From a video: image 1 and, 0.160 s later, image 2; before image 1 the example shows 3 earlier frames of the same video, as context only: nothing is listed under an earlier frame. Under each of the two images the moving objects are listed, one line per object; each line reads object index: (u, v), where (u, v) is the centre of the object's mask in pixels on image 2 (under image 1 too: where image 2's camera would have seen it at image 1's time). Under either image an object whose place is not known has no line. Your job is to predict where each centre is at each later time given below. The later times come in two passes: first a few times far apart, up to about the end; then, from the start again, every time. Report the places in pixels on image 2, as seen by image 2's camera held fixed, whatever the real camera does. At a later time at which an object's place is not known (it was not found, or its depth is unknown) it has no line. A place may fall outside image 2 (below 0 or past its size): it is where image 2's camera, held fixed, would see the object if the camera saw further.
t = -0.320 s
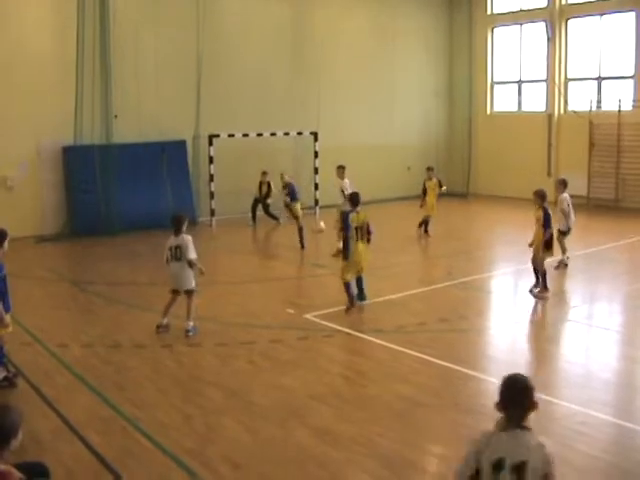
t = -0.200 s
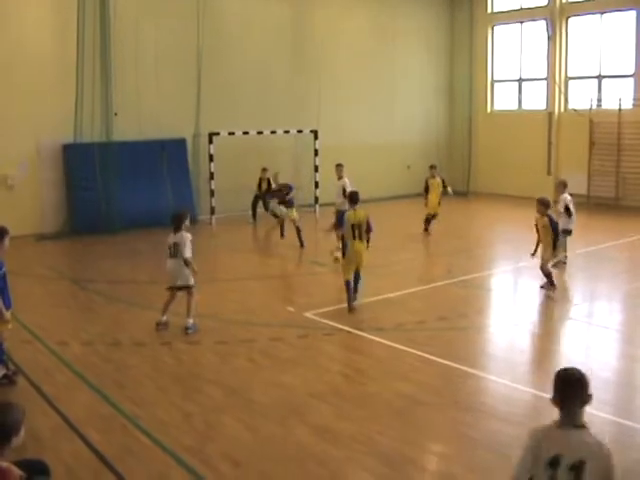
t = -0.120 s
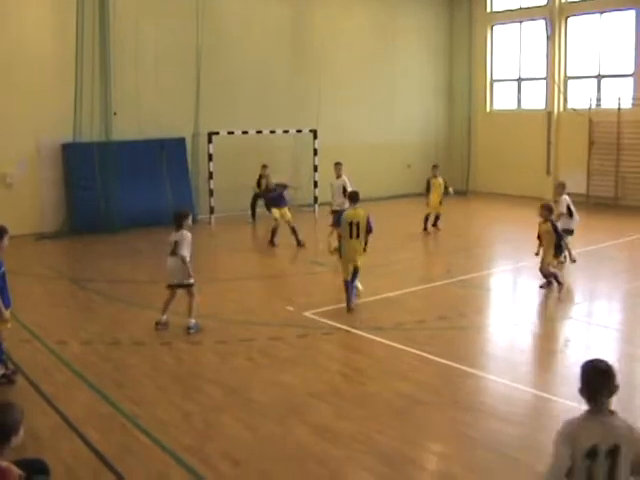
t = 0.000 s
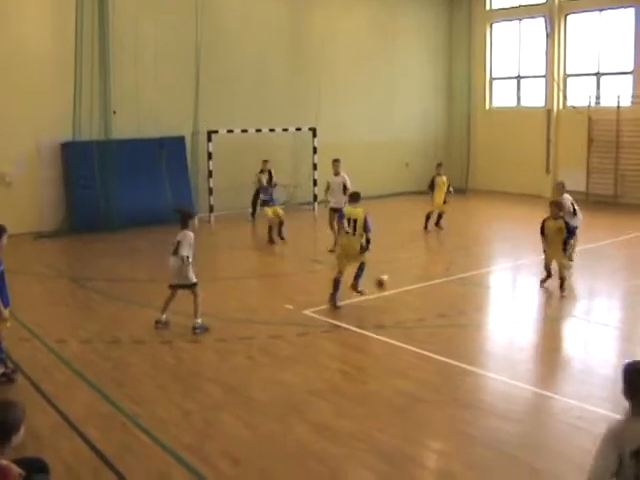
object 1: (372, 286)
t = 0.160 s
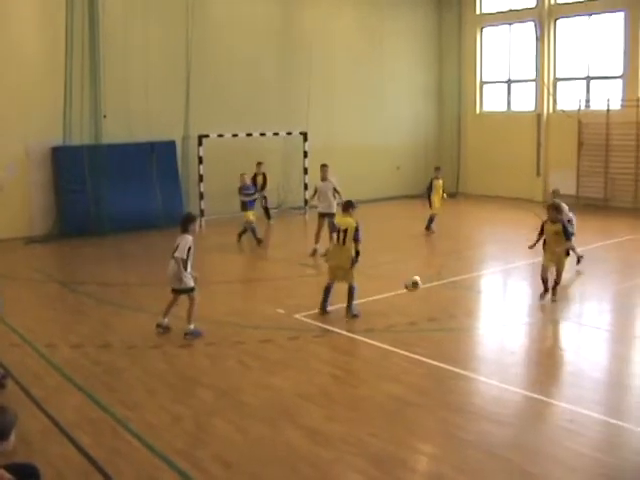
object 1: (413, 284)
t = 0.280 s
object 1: (444, 293)
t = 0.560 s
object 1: (509, 302)
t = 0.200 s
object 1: (422, 286)
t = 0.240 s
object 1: (432, 290)
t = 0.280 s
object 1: (444, 293)
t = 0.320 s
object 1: (453, 300)
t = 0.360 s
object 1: (463, 311)
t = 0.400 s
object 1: (473, 315)
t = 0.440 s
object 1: (481, 308)
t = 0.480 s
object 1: (490, 305)
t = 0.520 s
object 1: (500, 303)
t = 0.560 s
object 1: (509, 302)
